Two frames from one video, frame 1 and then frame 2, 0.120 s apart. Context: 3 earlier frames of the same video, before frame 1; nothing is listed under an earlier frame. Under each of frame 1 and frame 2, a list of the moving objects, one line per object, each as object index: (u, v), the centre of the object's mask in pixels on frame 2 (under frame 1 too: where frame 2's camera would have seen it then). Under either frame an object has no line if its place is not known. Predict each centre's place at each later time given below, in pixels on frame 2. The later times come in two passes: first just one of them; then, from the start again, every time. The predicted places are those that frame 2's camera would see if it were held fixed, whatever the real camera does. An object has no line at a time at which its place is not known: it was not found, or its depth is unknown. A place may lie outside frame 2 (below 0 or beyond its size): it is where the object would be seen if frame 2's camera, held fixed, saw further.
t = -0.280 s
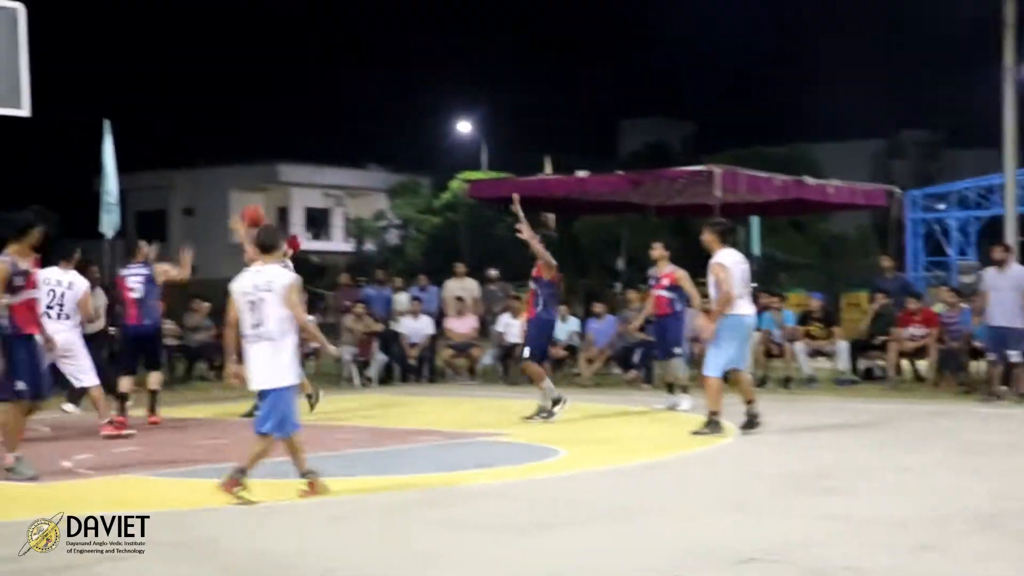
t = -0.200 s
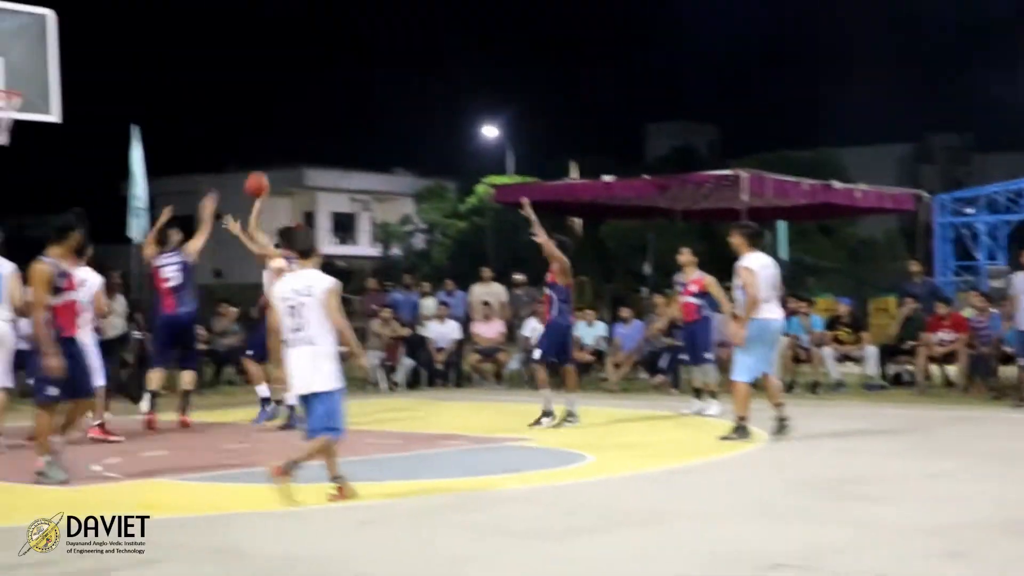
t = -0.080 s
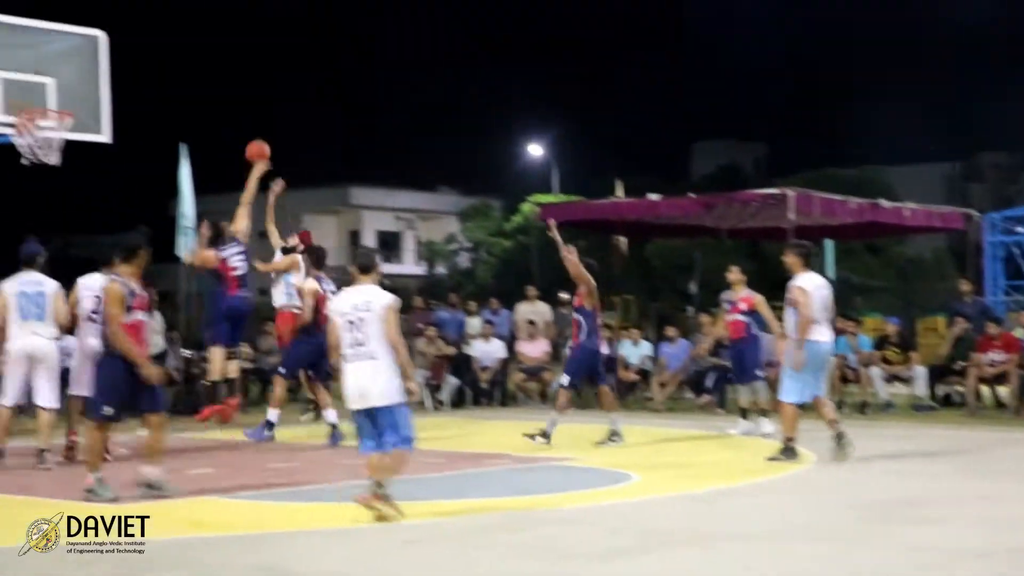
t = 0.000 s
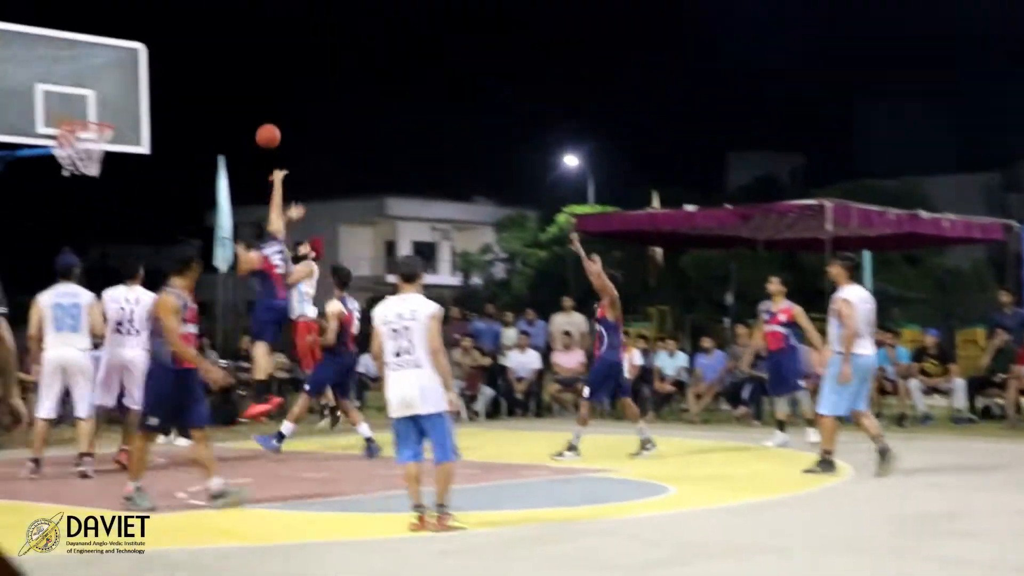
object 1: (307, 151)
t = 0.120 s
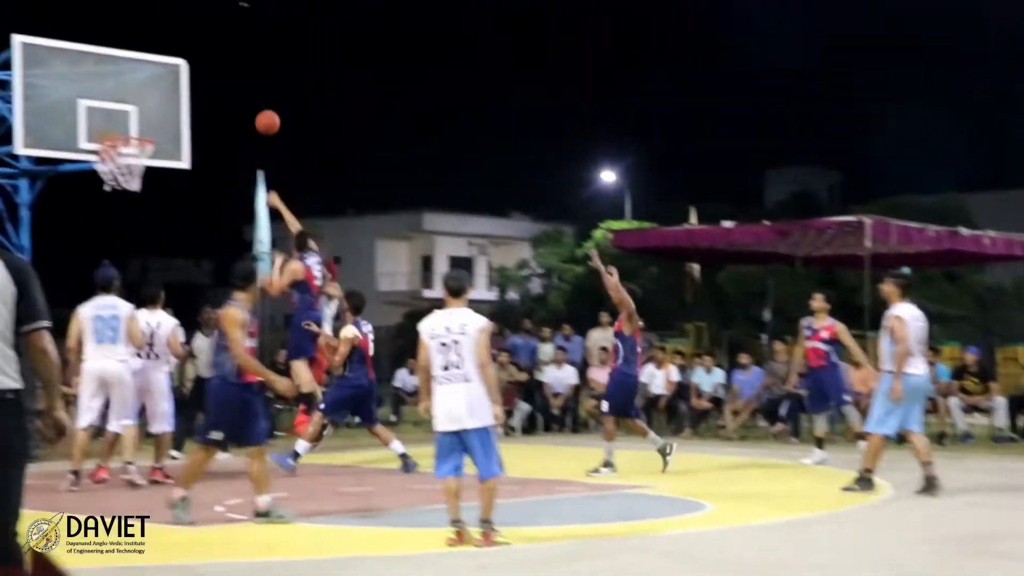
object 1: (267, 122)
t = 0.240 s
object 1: (228, 107)
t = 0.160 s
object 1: (254, 116)
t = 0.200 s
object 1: (241, 110)
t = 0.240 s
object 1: (228, 107)
